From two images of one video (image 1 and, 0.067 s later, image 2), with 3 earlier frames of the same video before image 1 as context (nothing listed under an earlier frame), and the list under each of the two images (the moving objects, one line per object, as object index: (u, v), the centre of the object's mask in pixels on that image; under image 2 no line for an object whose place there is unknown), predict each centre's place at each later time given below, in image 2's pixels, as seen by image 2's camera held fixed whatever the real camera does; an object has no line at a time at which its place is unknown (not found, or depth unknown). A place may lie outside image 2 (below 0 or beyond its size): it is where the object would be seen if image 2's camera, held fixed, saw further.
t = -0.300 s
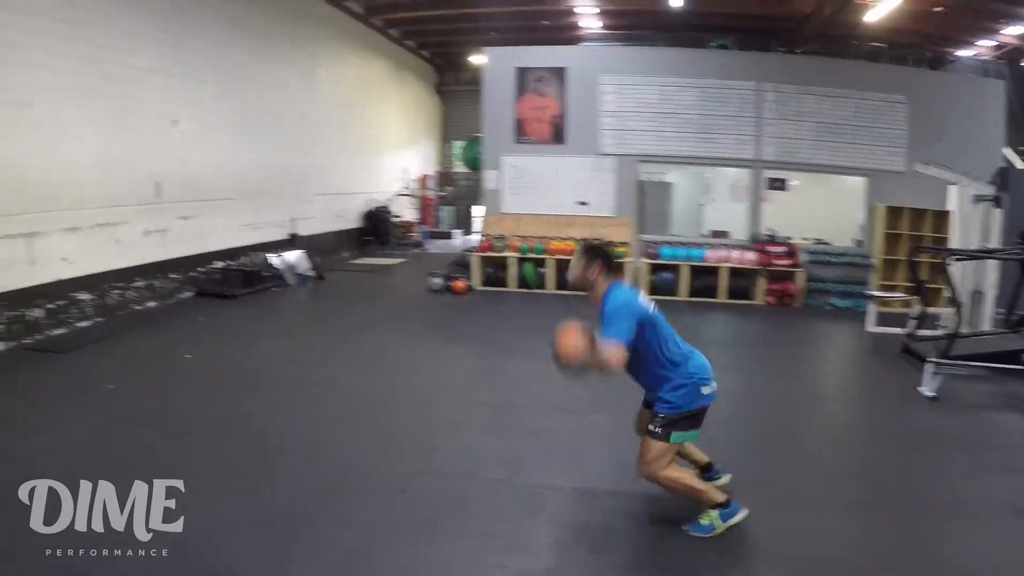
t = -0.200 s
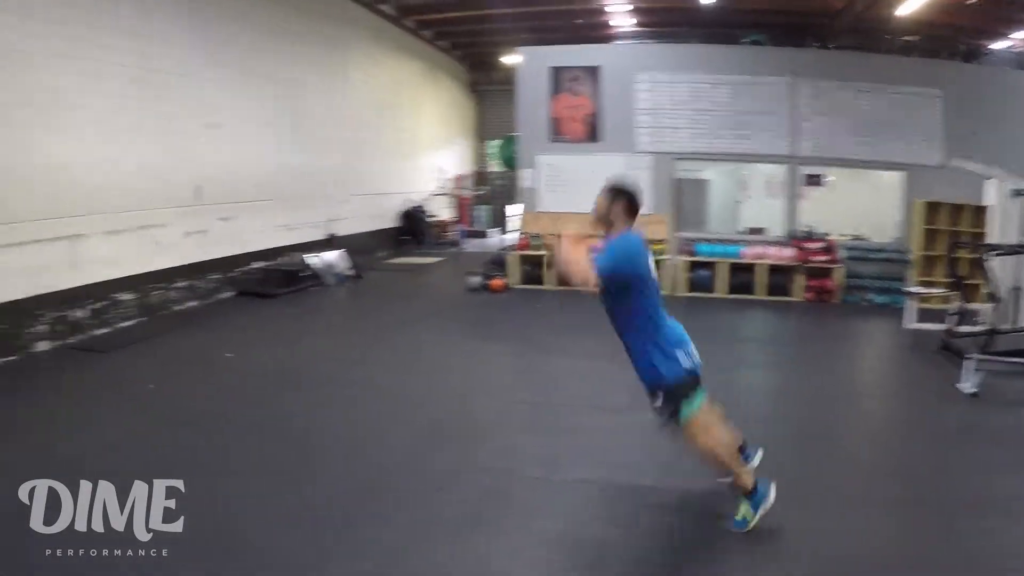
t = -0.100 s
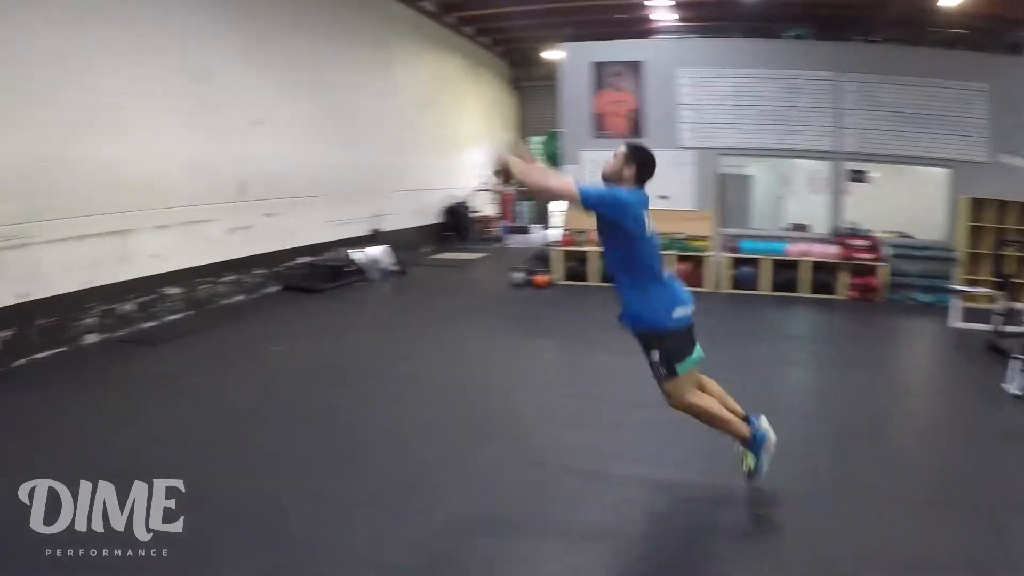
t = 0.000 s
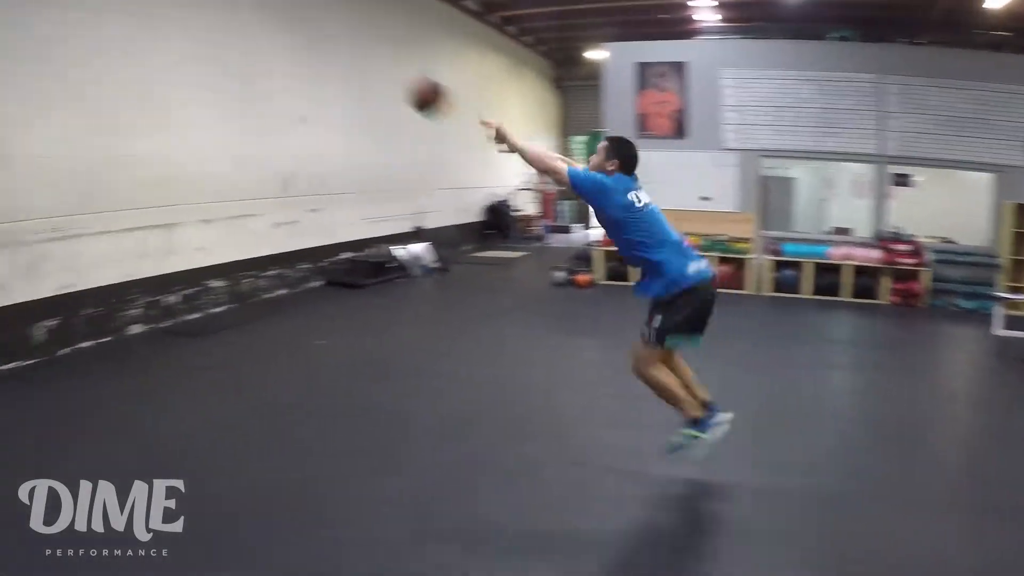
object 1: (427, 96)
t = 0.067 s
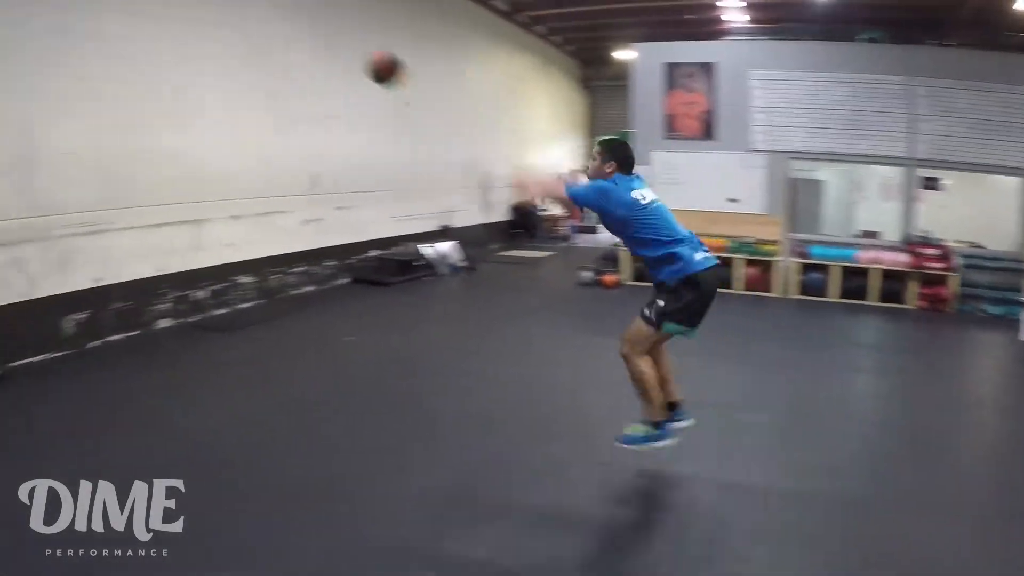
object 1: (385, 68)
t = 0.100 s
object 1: (355, 59)
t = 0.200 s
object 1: (278, 48)
